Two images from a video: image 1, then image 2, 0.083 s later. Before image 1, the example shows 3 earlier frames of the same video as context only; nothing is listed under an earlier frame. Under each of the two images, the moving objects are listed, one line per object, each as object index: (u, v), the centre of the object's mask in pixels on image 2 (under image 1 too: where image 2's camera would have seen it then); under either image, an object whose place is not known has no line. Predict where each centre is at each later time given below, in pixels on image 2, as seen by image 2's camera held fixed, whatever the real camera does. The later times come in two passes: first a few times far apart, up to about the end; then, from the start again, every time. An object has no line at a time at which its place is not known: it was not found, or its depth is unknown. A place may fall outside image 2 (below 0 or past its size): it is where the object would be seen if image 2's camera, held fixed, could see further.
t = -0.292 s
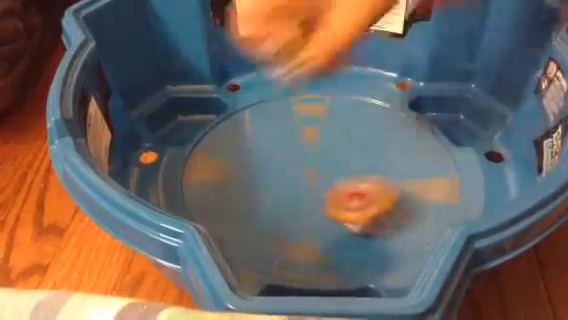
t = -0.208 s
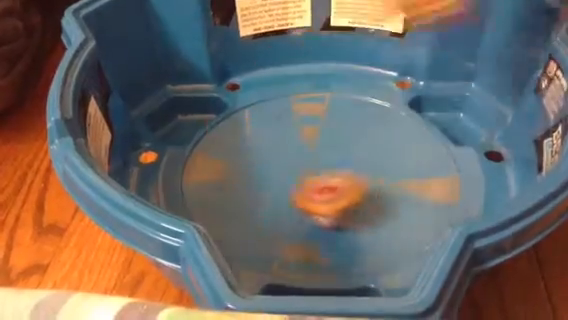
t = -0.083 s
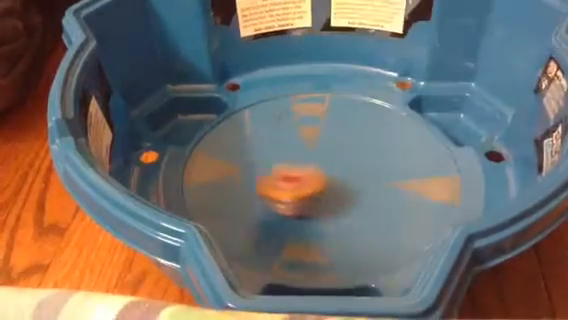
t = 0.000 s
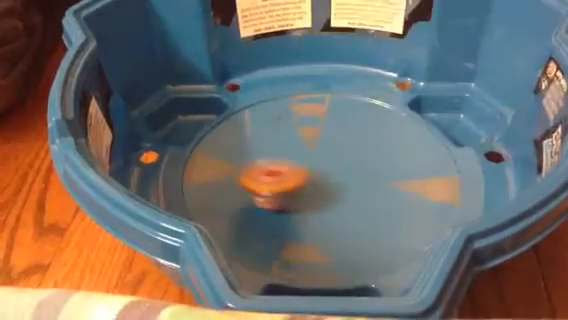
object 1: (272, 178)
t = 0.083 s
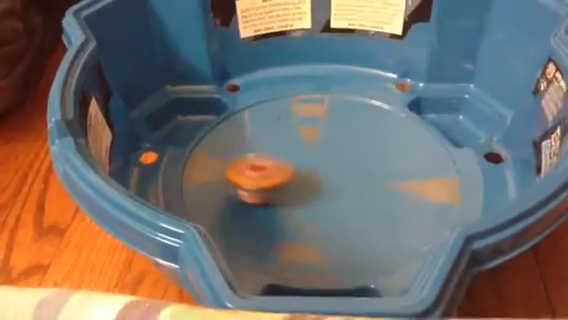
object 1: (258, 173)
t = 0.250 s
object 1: (246, 163)
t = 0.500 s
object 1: (257, 152)
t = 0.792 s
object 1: (294, 135)
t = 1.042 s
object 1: (320, 117)
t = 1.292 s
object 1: (342, 110)
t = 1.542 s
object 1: (359, 129)
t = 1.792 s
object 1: (353, 161)
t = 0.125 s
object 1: (253, 170)
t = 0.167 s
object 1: (250, 167)
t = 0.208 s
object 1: (247, 165)
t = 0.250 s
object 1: (246, 163)
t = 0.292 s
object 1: (245, 161)
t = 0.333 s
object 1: (246, 159)
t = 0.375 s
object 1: (247, 157)
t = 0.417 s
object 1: (249, 155)
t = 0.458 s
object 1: (253, 153)
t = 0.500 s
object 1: (257, 152)
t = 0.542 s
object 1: (262, 149)
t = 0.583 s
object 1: (267, 147)
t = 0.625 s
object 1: (273, 144)
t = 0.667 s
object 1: (279, 142)
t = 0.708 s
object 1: (285, 140)
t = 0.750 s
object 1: (290, 137)
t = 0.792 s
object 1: (294, 135)
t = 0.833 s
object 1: (300, 132)
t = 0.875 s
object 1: (305, 129)
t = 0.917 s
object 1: (309, 127)
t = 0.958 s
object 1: (313, 124)
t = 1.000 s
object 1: (317, 122)
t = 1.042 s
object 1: (320, 117)
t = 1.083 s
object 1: (323, 114)
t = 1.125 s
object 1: (327, 112)
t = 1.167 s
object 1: (330, 110)
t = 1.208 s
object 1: (336, 110)
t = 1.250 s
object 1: (339, 110)
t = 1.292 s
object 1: (342, 110)
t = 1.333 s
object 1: (347, 111)
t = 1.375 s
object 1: (350, 113)
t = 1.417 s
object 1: (352, 116)
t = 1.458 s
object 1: (356, 120)
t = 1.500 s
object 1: (358, 123)
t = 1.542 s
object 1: (359, 129)
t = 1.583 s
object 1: (359, 134)
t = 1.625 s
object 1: (358, 140)
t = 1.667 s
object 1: (358, 145)
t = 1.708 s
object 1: (357, 151)
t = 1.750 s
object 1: (355, 156)
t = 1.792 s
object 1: (353, 161)
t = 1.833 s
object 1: (351, 165)
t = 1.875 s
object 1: (349, 168)
